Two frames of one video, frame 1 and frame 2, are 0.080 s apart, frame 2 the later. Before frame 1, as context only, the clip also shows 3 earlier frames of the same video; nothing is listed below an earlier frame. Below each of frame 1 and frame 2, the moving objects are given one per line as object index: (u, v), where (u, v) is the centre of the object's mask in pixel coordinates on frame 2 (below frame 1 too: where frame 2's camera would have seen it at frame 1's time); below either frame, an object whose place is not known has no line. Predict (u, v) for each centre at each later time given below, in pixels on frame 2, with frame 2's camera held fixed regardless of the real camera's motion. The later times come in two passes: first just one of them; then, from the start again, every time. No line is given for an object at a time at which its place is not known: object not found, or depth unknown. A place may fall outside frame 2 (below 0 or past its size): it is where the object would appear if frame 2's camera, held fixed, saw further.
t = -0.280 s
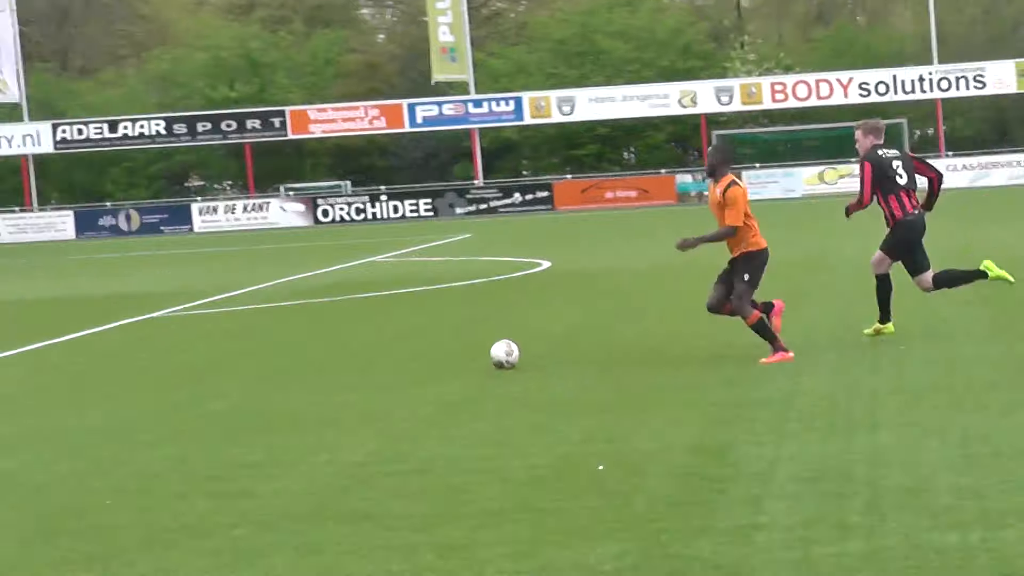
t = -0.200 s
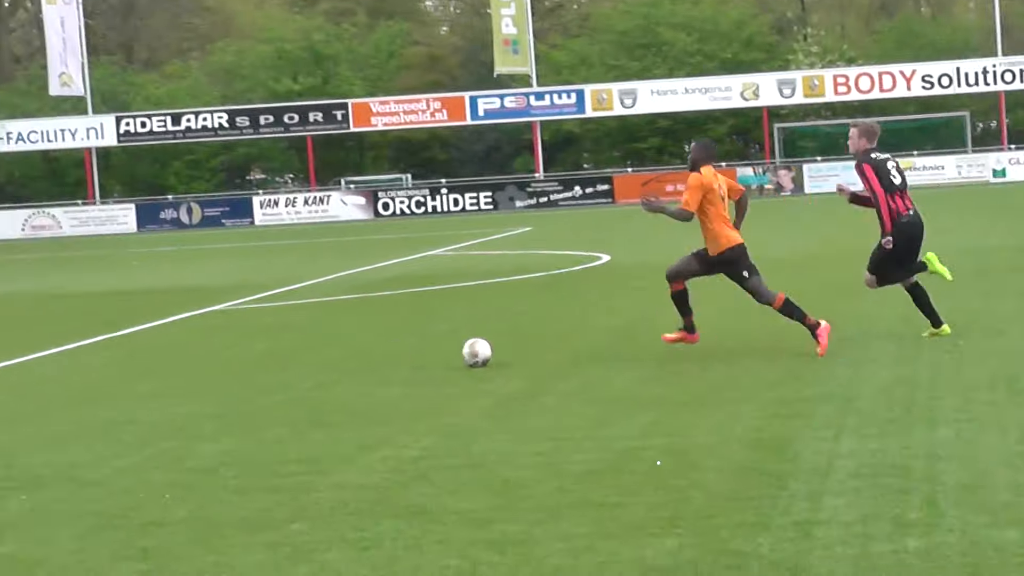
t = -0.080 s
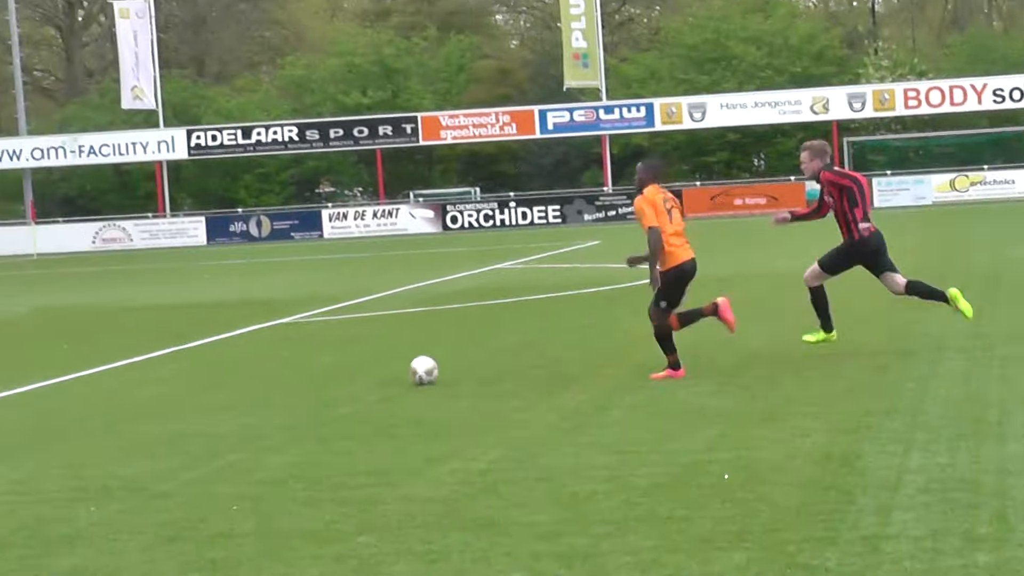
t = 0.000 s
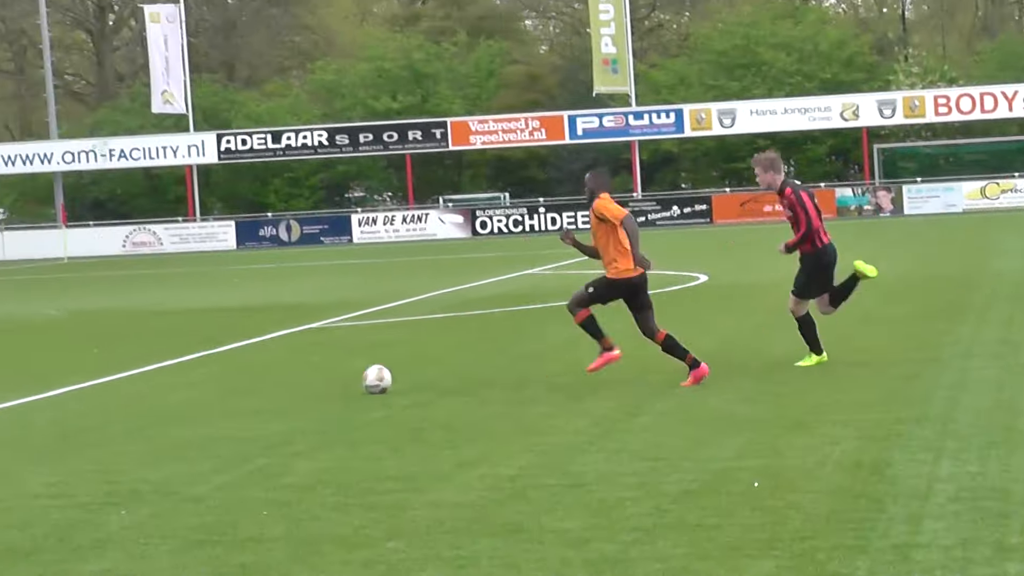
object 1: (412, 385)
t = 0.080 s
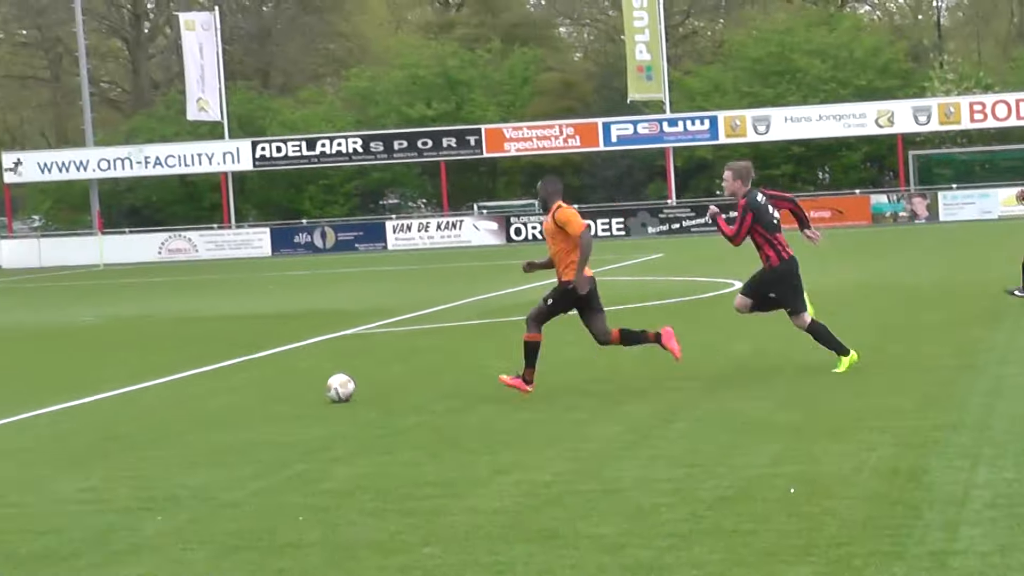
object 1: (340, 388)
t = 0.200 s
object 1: (237, 393)
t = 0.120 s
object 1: (306, 390)
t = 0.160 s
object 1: (272, 392)
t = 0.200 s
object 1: (237, 393)
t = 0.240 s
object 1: (203, 395)
